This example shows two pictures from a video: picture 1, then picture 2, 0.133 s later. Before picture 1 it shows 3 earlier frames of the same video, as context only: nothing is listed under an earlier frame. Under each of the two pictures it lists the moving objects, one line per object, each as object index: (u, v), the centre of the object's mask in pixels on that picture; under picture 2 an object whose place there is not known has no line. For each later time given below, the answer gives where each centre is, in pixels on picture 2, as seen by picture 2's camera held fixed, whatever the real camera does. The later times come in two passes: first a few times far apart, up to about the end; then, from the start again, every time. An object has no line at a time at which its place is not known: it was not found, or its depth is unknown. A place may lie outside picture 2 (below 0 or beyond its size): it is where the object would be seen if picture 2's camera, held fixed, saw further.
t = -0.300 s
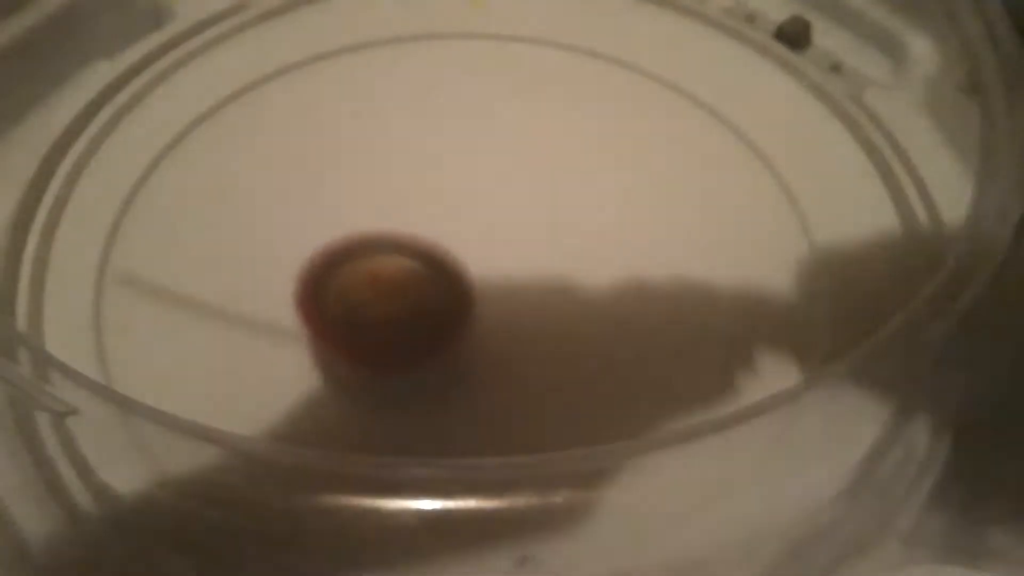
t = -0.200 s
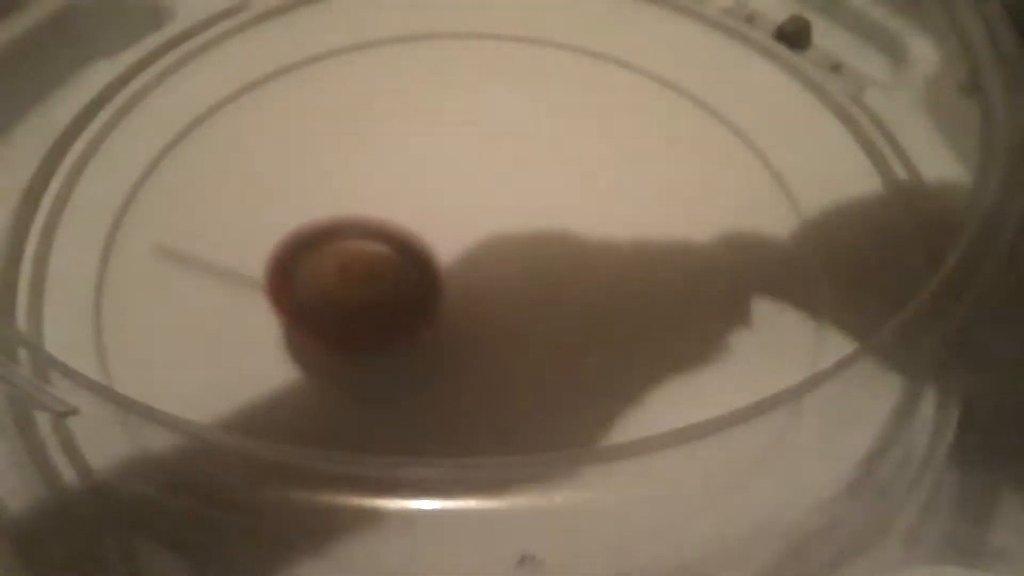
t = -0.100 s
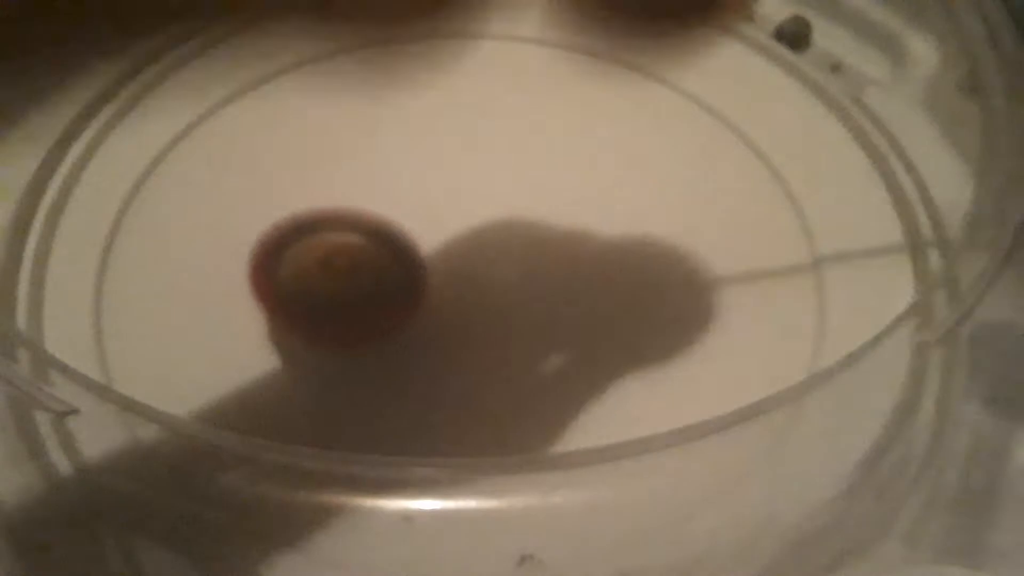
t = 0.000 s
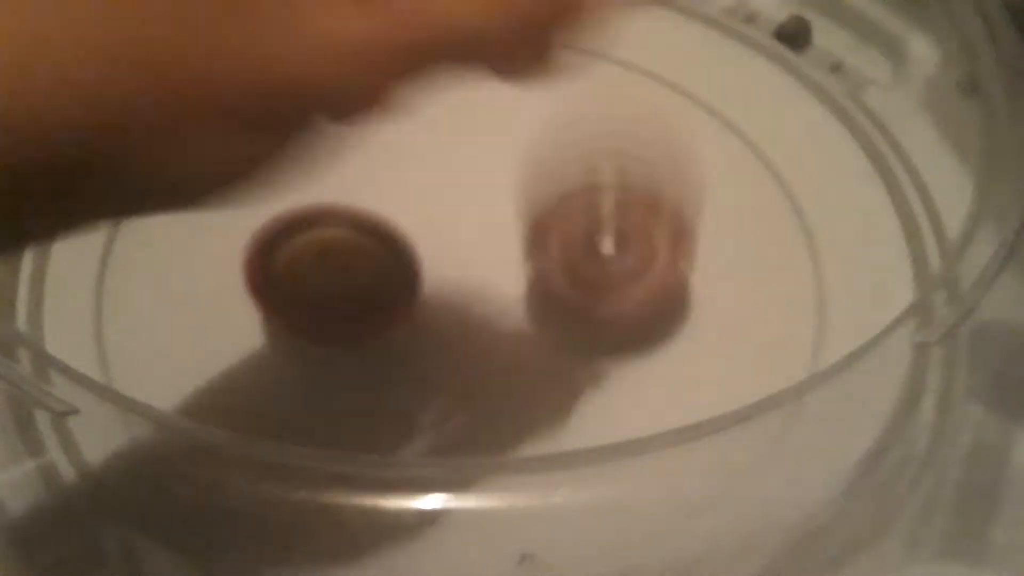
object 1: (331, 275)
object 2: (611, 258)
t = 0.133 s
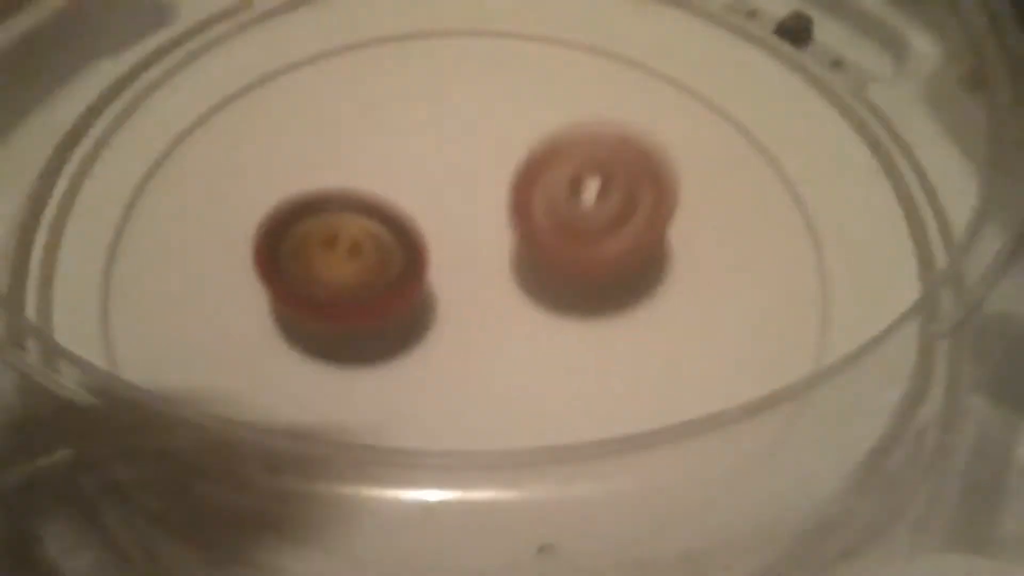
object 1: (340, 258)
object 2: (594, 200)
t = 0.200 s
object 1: (346, 251)
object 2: (581, 211)
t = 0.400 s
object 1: (363, 233)
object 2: (613, 247)
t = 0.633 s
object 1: (396, 202)
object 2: (734, 264)
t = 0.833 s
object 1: (424, 176)
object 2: (699, 188)
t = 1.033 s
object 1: (351, 164)
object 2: (574, 241)
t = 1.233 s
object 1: (348, 219)
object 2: (561, 422)
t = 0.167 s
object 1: (342, 255)
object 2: (586, 211)
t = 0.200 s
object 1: (346, 251)
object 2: (581, 211)
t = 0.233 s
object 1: (349, 250)
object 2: (578, 210)
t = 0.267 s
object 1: (352, 246)
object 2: (578, 211)
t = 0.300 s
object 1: (355, 243)
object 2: (581, 217)
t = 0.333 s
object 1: (357, 240)
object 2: (588, 226)
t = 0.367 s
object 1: (360, 236)
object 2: (599, 236)
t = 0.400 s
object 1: (363, 233)
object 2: (613, 247)
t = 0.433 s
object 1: (366, 229)
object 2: (630, 260)
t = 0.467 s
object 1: (371, 225)
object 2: (649, 269)
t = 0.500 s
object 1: (375, 221)
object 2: (671, 275)
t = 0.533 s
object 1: (380, 217)
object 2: (691, 277)
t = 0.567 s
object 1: (385, 212)
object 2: (709, 278)
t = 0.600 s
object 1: (391, 207)
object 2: (723, 273)
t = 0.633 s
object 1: (396, 202)
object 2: (734, 264)
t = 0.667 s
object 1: (402, 197)
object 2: (740, 258)
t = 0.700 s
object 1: (407, 193)
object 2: (745, 243)
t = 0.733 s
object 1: (412, 189)
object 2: (743, 228)
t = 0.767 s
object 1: (416, 184)
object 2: (737, 209)
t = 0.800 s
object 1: (420, 180)
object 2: (723, 195)
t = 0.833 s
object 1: (424, 176)
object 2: (699, 188)
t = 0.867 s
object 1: (427, 173)
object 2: (671, 178)
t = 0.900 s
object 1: (430, 173)
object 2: (634, 176)
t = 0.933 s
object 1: (426, 168)
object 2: (604, 187)
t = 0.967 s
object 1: (393, 164)
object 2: (599, 199)
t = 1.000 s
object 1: (368, 161)
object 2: (588, 216)
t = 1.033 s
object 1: (351, 164)
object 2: (574, 241)
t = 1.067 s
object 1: (340, 169)
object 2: (560, 269)
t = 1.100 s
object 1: (333, 179)
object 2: (550, 300)
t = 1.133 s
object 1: (330, 189)
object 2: (545, 334)
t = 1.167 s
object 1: (332, 200)
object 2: (544, 362)
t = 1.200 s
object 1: (338, 208)
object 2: (549, 380)
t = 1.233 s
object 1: (348, 219)
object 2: (561, 422)
